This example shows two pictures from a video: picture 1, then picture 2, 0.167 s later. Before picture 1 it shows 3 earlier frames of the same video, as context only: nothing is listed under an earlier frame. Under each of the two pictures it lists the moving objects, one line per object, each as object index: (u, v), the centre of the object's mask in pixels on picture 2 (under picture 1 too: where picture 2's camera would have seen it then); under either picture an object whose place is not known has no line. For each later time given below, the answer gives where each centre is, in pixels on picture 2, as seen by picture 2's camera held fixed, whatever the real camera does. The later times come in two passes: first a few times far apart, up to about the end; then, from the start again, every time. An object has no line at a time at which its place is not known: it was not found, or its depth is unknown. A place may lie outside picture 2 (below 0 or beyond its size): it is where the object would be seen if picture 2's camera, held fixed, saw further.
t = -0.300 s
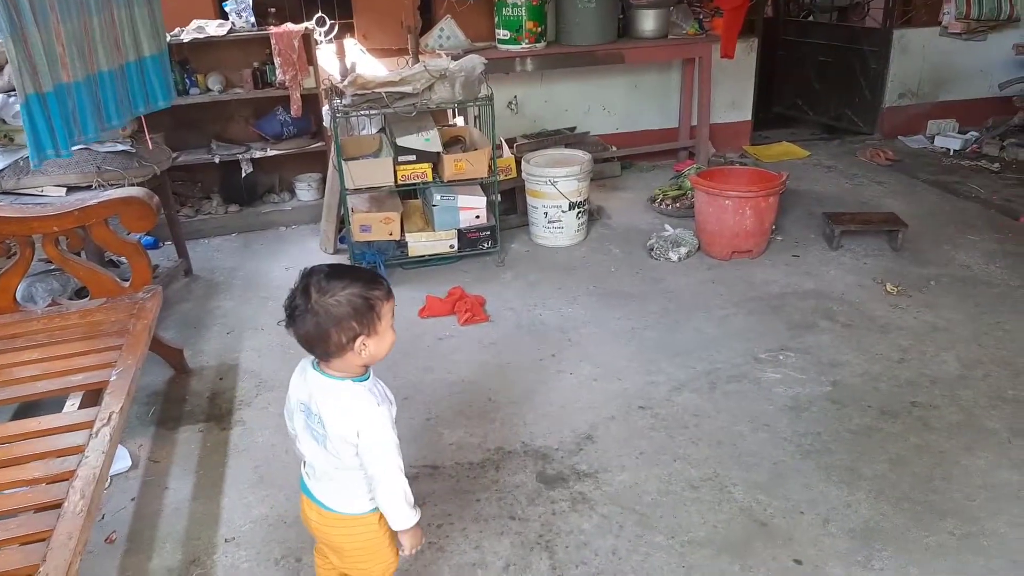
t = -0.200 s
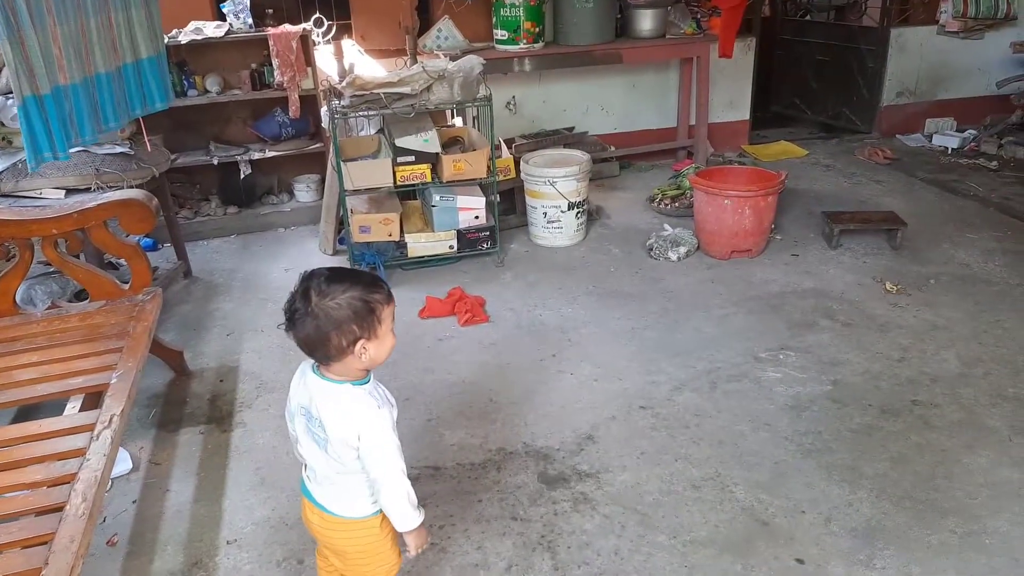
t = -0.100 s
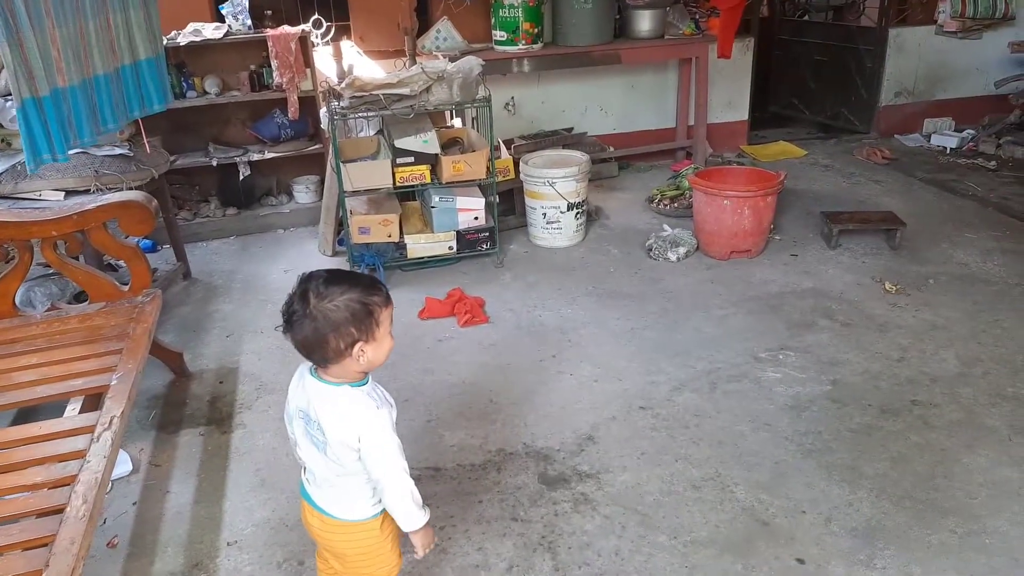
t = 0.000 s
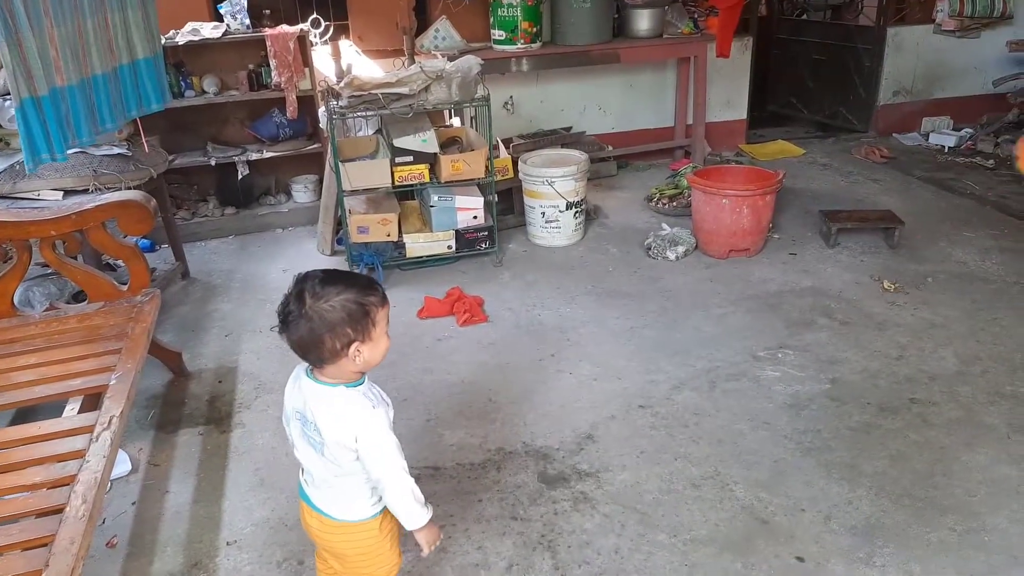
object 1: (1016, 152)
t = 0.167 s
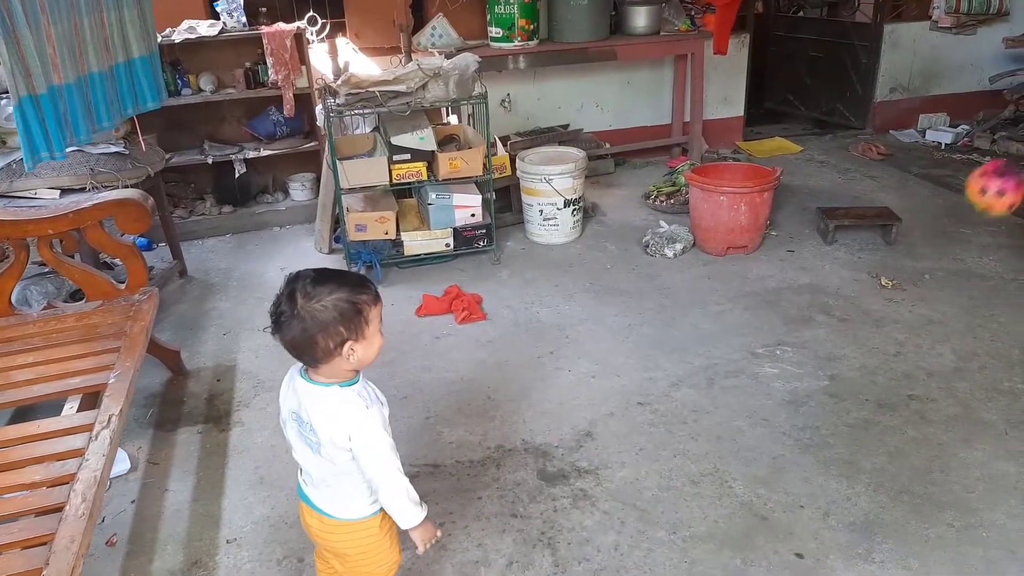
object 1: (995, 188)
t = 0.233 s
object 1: (971, 228)
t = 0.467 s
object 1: (814, 334)
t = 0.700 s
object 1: (678, 363)
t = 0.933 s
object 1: (593, 365)
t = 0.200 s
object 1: (984, 207)
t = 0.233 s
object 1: (971, 228)
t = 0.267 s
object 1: (957, 248)
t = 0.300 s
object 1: (935, 255)
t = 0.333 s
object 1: (910, 263)
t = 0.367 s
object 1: (886, 276)
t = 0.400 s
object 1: (860, 292)
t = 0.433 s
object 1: (837, 314)
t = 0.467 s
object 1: (814, 334)
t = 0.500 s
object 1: (785, 362)
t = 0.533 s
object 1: (762, 381)
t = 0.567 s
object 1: (745, 373)
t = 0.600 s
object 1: (728, 365)
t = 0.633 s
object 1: (713, 363)
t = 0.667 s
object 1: (696, 362)
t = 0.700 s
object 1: (678, 363)
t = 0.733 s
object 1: (664, 366)
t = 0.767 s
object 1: (648, 366)
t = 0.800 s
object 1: (635, 365)
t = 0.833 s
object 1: (623, 364)
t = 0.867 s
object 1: (613, 364)
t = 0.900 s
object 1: (602, 364)
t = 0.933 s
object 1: (593, 365)
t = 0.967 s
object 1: (587, 366)
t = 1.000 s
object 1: (581, 365)
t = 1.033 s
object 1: (576, 364)
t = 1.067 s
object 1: (571, 364)
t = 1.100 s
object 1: (567, 365)
